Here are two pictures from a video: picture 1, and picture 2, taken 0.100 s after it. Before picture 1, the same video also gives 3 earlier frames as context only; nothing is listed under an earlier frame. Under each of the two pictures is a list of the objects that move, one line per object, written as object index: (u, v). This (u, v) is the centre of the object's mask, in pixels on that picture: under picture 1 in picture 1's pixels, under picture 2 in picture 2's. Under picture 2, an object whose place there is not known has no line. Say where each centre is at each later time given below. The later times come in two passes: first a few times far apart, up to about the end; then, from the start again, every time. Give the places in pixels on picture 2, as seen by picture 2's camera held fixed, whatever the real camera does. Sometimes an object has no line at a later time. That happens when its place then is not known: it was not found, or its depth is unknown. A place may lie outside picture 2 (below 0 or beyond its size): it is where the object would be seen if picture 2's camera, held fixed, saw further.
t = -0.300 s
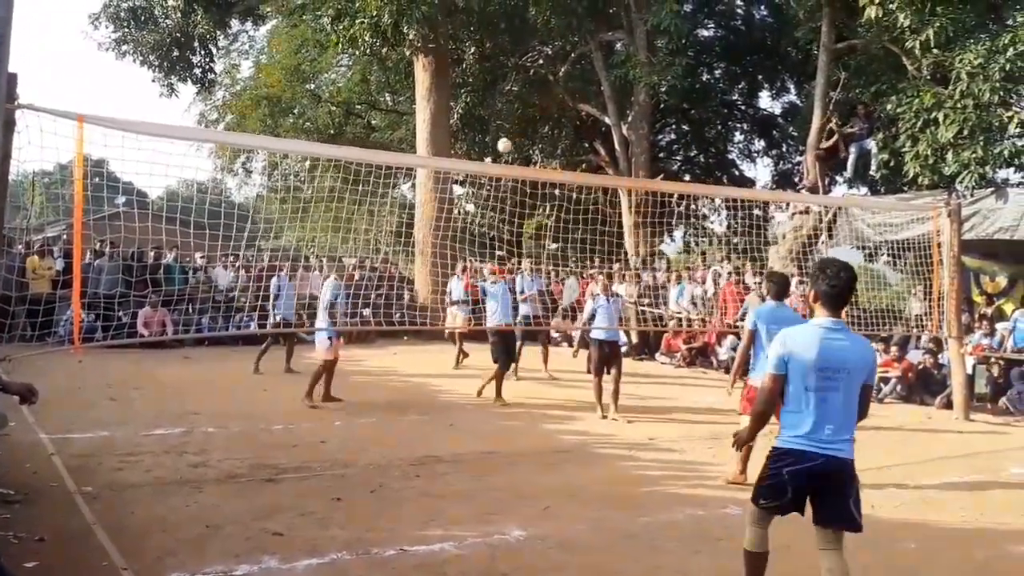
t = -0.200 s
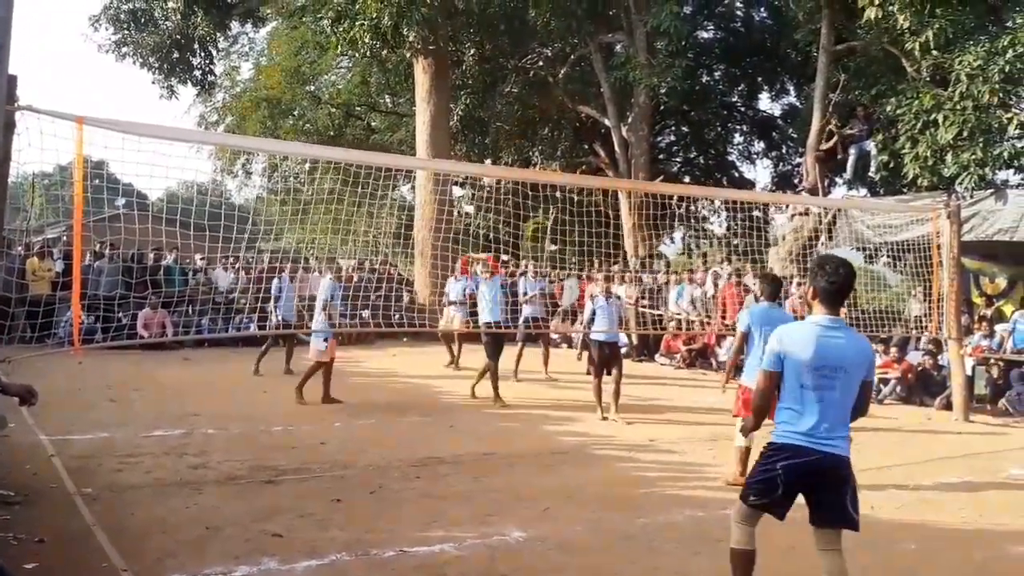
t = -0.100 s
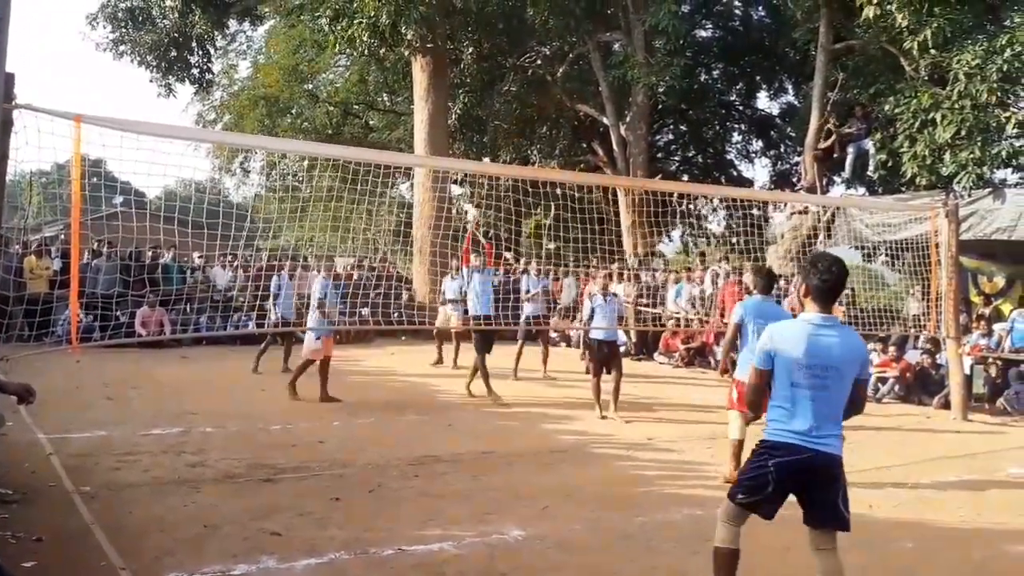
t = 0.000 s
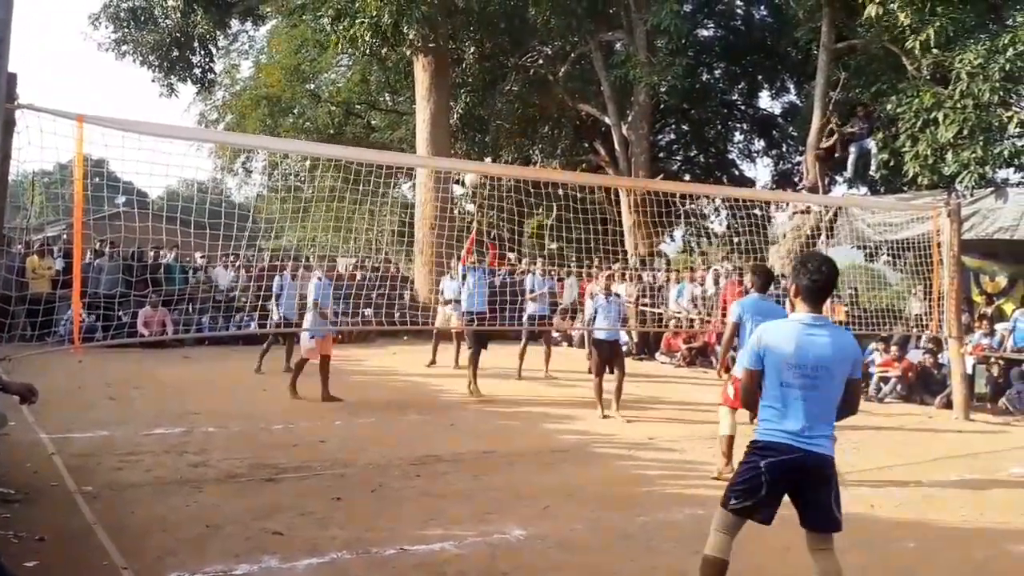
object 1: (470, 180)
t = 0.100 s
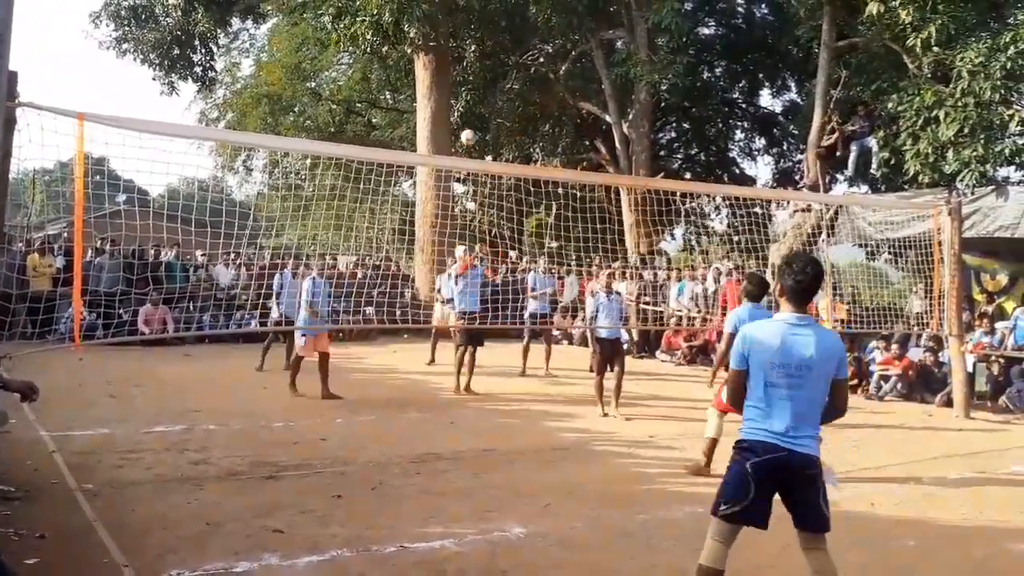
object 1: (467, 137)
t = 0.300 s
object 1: (458, 73)
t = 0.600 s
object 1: (437, 39)
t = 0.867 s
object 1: (405, 112)
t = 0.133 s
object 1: (467, 125)
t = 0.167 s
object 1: (465, 113)
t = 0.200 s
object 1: (464, 102)
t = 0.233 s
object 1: (462, 92)
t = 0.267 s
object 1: (460, 82)
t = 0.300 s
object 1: (458, 73)
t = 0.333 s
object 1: (456, 65)
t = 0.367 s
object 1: (454, 58)
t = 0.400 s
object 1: (452, 52)
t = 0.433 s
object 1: (450, 47)
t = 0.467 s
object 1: (448, 42)
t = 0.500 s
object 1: (445, 39)
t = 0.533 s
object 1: (442, 38)
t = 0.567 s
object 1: (440, 38)
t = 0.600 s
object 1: (437, 39)
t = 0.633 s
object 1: (433, 41)
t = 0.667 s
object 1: (430, 46)
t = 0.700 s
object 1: (426, 50)
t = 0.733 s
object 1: (423, 60)
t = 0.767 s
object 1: (419, 69)
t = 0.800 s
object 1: (414, 82)
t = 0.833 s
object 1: (409, 96)
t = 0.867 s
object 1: (405, 112)
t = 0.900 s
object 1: (400, 133)
